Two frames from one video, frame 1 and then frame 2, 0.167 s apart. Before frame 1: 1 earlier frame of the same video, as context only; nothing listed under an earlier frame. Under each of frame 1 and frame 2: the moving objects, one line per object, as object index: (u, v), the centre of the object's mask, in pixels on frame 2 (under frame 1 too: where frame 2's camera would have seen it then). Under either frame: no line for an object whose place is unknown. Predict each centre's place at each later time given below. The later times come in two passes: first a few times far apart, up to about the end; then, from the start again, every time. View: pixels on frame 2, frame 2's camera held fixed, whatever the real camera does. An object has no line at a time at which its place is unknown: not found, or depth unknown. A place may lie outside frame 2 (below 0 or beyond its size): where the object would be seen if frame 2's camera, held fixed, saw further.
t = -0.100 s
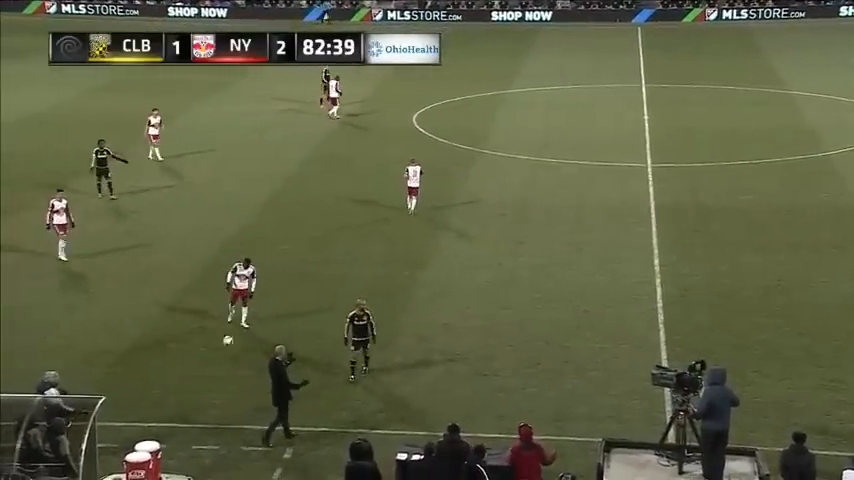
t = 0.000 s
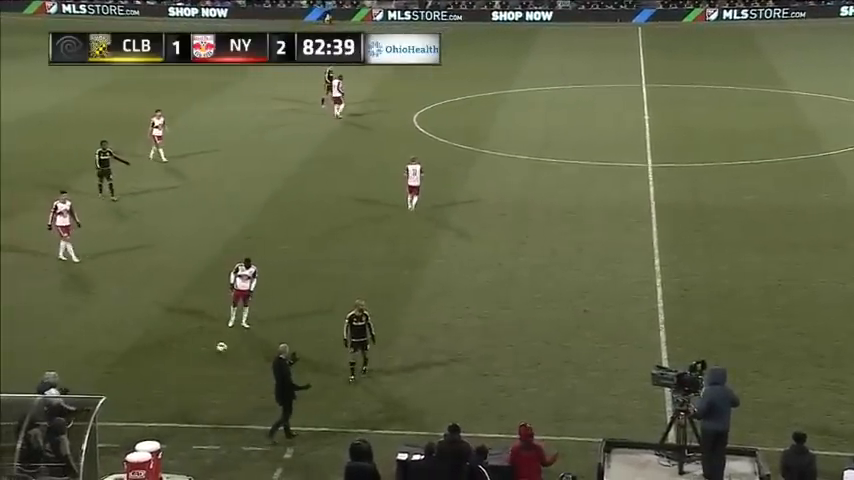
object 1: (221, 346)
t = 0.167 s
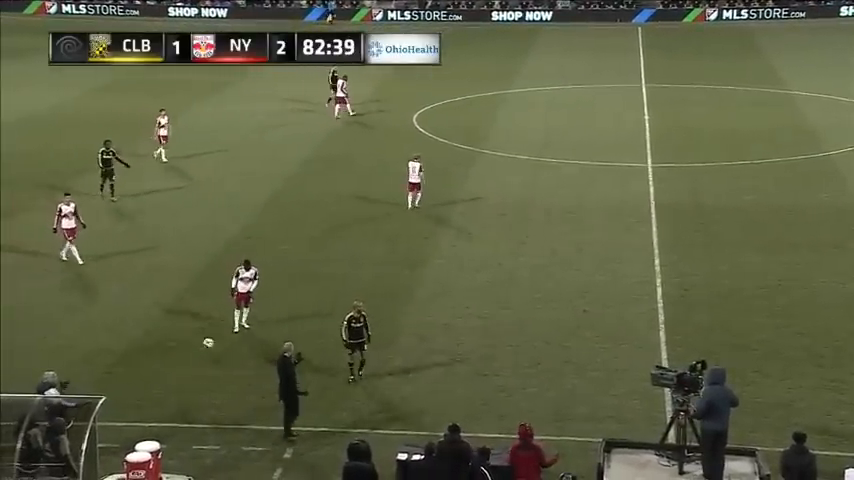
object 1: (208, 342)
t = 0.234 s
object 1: (203, 343)
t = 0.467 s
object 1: (187, 349)
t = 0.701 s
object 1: (171, 353)
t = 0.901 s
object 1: (160, 353)
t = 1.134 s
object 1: (147, 355)
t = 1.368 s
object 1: (137, 356)
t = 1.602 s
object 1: (128, 357)
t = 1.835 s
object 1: (121, 360)
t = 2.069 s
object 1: (115, 361)
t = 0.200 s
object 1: (206, 343)
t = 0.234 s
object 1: (203, 343)
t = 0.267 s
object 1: (201, 345)
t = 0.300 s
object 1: (199, 347)
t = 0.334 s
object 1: (197, 350)
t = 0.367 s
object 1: (195, 349)
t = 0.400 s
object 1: (192, 349)
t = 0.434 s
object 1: (190, 349)
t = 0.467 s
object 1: (187, 349)
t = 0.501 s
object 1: (185, 350)
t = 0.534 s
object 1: (183, 351)
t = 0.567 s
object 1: (180, 352)
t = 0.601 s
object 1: (178, 352)
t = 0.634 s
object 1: (176, 352)
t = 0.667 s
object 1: (174, 352)
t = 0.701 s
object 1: (171, 353)
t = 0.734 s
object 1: (170, 352)
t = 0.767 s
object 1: (167, 353)
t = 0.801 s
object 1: (165, 353)
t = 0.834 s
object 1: (164, 354)
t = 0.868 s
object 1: (162, 354)
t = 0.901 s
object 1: (160, 353)
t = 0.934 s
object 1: (158, 354)
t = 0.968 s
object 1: (156, 354)
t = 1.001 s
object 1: (155, 354)
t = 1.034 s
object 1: (153, 354)
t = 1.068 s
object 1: (151, 355)
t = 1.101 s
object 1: (149, 355)
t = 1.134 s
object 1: (147, 355)
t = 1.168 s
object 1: (146, 355)
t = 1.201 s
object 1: (145, 355)
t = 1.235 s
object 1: (143, 355)
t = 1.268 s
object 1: (142, 355)
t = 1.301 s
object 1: (140, 355)
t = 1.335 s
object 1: (139, 356)
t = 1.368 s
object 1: (137, 356)
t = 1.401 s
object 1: (136, 357)
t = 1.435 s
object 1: (134, 357)
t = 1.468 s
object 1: (133, 357)
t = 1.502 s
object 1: (132, 357)
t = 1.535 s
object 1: (130, 357)
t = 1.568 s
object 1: (130, 357)
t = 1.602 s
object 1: (128, 357)
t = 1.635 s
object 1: (127, 358)
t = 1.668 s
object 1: (126, 358)
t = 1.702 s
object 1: (124, 358)
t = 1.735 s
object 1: (124, 359)
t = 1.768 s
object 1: (123, 359)
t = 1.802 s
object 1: (122, 359)
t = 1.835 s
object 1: (121, 360)
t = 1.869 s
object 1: (120, 360)
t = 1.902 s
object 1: (119, 360)
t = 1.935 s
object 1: (118, 360)
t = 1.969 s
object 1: (117, 361)
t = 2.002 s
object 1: (116, 361)
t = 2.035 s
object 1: (116, 361)
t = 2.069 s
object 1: (115, 361)
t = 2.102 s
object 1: (114, 362)
